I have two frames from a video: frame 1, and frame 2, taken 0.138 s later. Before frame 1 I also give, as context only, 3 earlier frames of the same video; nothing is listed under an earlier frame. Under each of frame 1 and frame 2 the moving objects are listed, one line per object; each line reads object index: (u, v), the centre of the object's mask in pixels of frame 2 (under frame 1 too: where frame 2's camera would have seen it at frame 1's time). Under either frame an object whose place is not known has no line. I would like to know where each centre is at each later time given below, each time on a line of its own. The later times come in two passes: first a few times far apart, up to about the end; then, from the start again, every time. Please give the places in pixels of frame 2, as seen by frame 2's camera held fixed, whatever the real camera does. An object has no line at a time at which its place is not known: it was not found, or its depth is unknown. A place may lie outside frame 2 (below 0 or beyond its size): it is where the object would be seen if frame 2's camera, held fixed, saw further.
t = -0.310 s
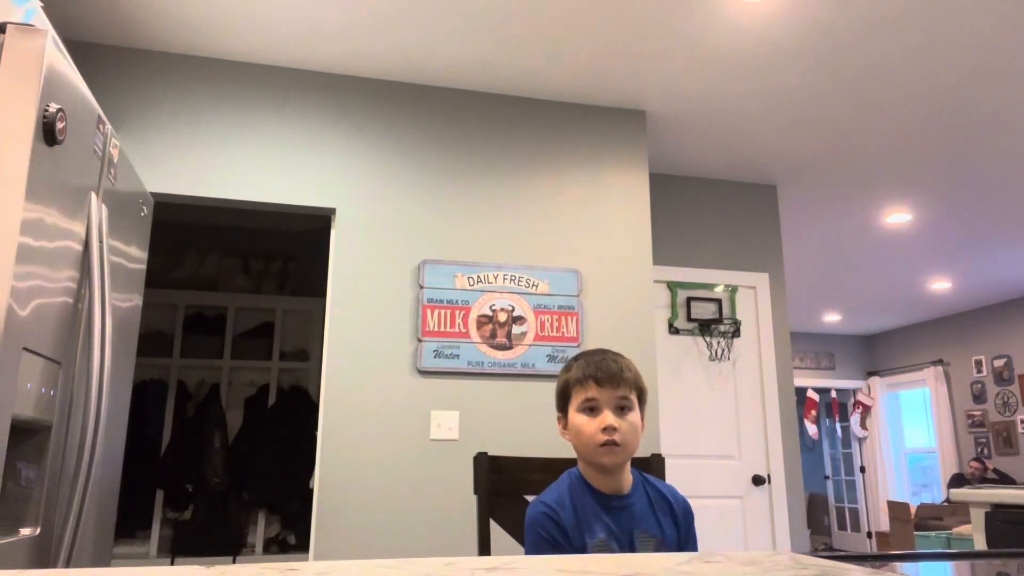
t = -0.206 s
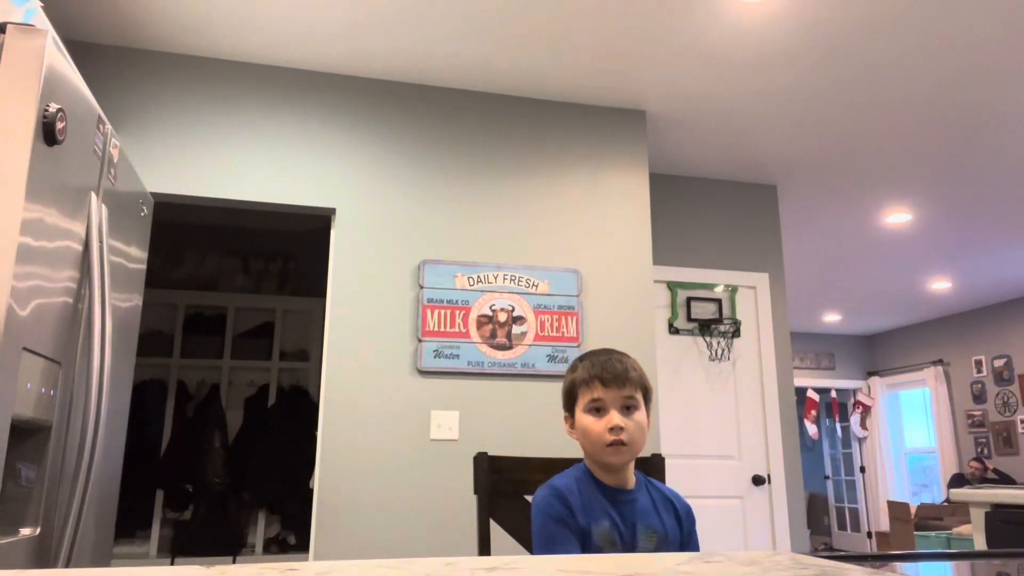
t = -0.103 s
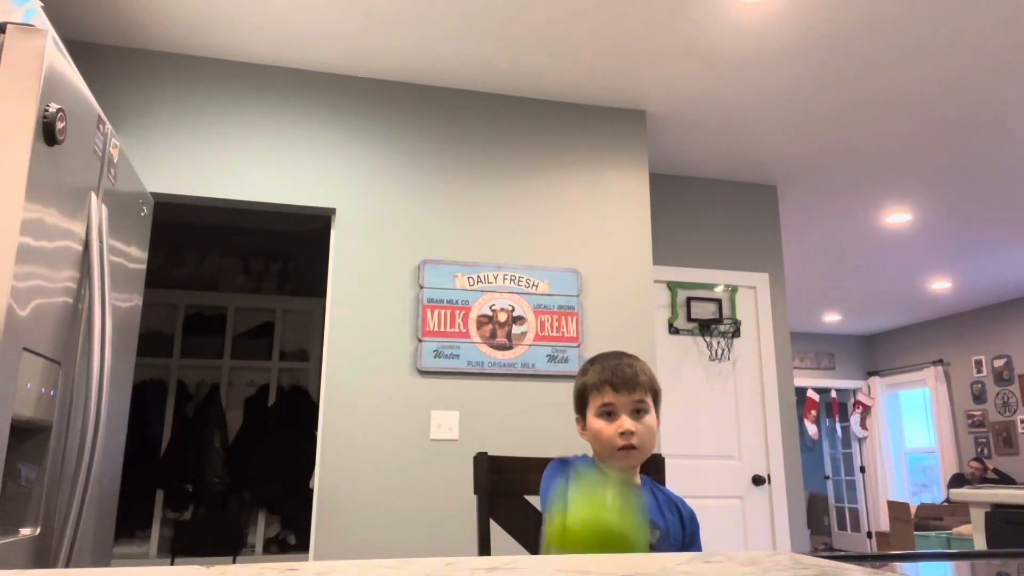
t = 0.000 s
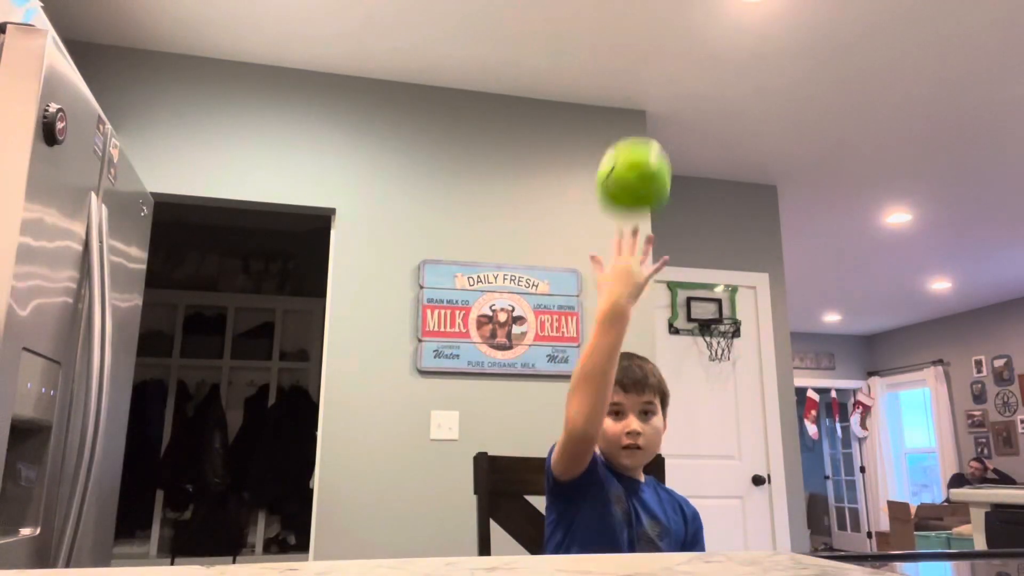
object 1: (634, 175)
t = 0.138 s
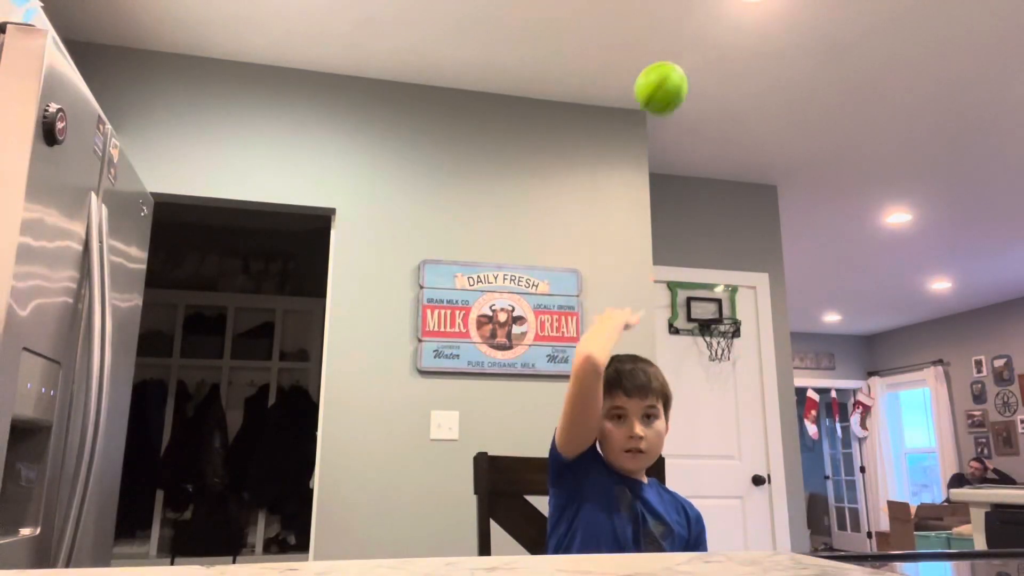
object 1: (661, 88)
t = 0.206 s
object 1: (670, 81)
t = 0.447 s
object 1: (694, 134)
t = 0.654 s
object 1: (710, 235)
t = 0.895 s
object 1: (731, 372)
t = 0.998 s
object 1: (745, 429)
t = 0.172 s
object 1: (666, 83)
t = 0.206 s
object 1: (670, 81)
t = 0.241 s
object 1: (675, 83)
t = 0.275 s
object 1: (679, 86)
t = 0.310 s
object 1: (682, 92)
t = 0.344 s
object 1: (685, 99)
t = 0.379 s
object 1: (688, 109)
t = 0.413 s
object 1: (691, 120)
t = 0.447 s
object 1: (694, 134)
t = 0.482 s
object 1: (697, 147)
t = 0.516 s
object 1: (699, 163)
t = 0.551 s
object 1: (702, 179)
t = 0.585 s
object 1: (705, 196)
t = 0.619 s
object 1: (708, 214)
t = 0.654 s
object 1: (710, 235)
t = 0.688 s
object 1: (713, 255)
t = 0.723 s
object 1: (714, 276)
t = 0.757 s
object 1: (716, 299)
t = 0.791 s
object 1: (720, 320)
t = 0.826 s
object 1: (723, 341)
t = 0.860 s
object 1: (727, 355)
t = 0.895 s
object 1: (731, 372)
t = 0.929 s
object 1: (735, 390)
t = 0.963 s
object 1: (740, 409)
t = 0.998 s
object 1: (745, 429)
